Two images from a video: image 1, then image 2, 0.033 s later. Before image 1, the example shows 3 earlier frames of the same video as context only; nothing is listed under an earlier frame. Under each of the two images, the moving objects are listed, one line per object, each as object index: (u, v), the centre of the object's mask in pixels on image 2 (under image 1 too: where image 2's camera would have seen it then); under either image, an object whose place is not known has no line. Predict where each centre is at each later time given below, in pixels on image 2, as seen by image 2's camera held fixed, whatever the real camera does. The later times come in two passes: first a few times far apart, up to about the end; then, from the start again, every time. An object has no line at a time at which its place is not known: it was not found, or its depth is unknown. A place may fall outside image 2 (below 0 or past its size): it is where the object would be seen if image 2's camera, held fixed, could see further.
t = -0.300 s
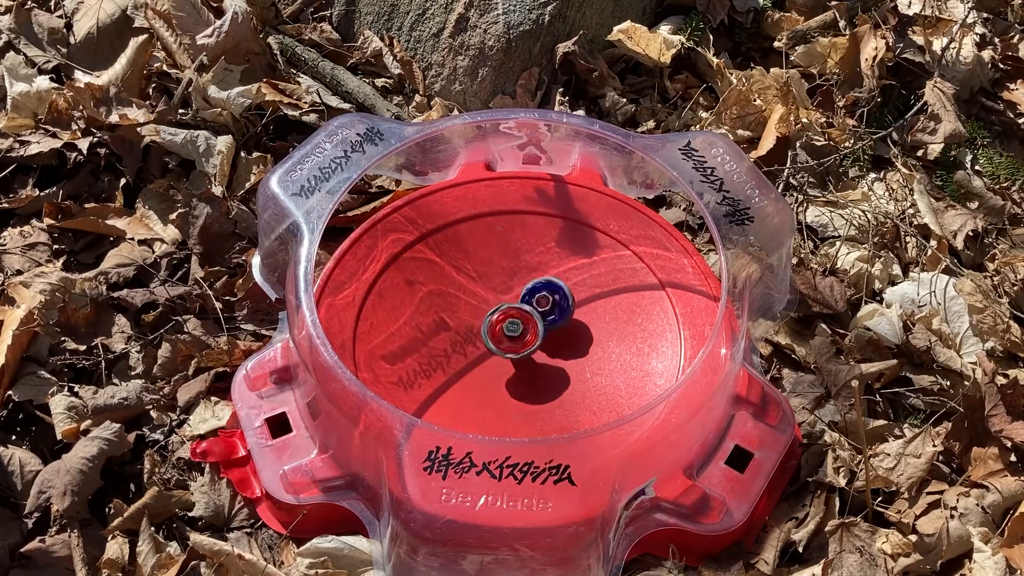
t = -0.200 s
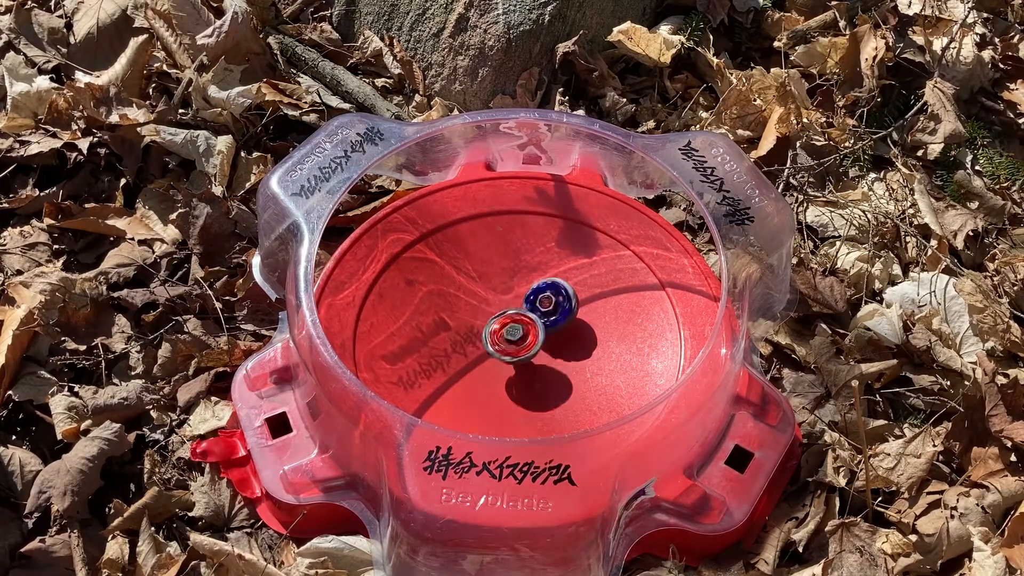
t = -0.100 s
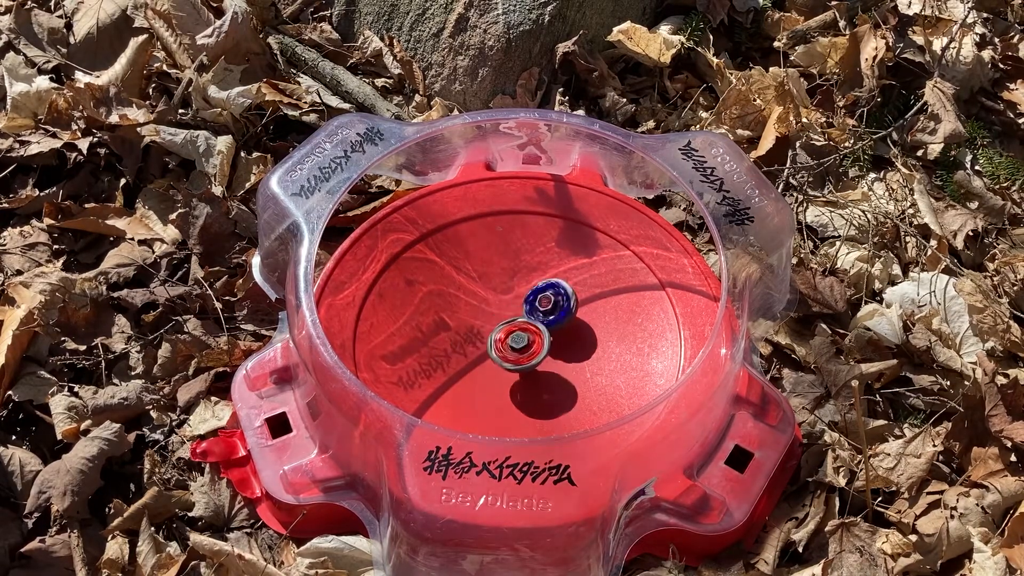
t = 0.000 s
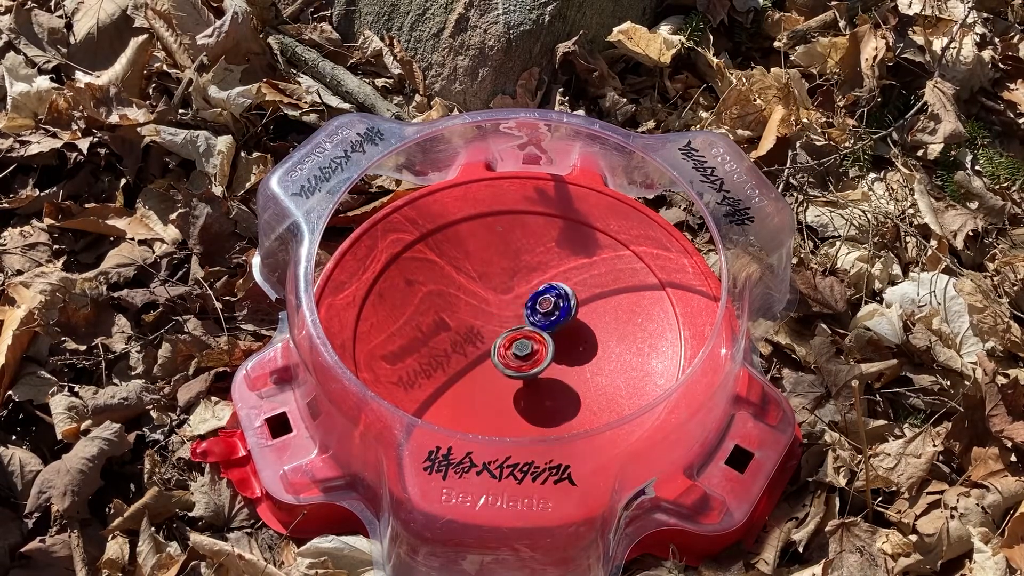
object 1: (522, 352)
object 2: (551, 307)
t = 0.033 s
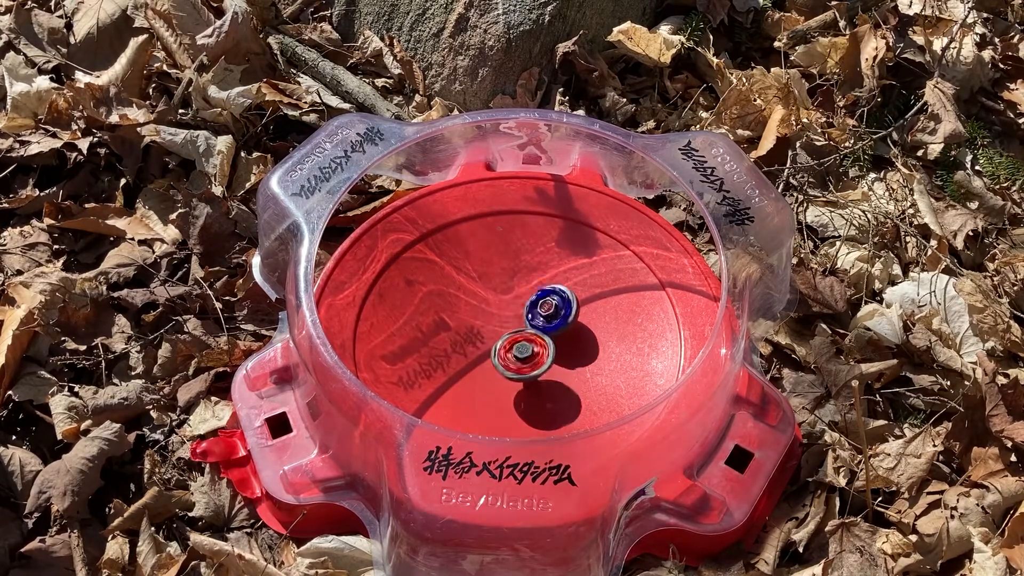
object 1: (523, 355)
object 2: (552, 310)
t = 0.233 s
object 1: (520, 366)
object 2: (562, 342)
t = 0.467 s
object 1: (513, 360)
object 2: (567, 371)
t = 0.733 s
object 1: (515, 339)
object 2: (567, 370)
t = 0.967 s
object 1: (528, 322)
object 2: (552, 373)
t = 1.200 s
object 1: (541, 317)
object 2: (517, 374)
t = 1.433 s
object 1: (535, 326)
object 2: (485, 374)
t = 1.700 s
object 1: (516, 337)
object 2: (486, 374)
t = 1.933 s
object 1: (504, 328)
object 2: (473, 365)
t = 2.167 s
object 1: (510, 313)
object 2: (466, 353)
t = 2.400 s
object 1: (523, 306)
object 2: (469, 335)
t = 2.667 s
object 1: (530, 322)
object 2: (478, 319)
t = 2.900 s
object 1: (520, 339)
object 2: (494, 305)
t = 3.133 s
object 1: (502, 343)
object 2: (512, 302)
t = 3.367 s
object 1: (490, 336)
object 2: (532, 309)
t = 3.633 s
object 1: (498, 323)
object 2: (550, 322)
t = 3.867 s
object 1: (514, 323)
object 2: (561, 340)
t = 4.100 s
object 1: (523, 337)
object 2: (568, 359)
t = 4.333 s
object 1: (516, 348)
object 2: (564, 367)
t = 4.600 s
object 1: (499, 345)
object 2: (530, 380)
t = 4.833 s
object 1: (499, 331)
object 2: (490, 386)
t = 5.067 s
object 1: (515, 323)
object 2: (482, 383)
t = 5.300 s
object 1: (531, 331)
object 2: (478, 354)
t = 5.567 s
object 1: (530, 347)
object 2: (491, 309)
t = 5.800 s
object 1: (514, 349)
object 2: (500, 301)
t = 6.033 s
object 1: (503, 337)
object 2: (530, 310)
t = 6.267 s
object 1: (467, 337)
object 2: (578, 363)
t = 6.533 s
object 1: (472, 331)
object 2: (589, 378)
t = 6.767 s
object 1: (498, 340)
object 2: (546, 373)
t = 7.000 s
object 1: (490, 315)
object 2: (521, 362)
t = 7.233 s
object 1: (497, 309)
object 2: (469, 348)
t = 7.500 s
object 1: (517, 326)
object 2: (456, 345)
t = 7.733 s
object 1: (520, 349)
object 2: (468, 363)
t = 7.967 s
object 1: (505, 358)
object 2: (462, 367)
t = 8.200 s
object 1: (504, 349)
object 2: (455, 357)
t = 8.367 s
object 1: (516, 339)
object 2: (464, 362)
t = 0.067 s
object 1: (523, 357)
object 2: (552, 313)
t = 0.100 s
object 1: (523, 360)
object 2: (554, 318)
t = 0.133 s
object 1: (523, 362)
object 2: (555, 323)
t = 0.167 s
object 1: (522, 364)
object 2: (558, 329)
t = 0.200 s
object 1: (521, 365)
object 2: (560, 335)
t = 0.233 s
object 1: (520, 366)
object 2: (562, 342)
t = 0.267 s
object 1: (520, 367)
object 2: (564, 347)
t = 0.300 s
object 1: (519, 367)
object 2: (566, 353)
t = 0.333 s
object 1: (518, 366)
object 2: (567, 361)
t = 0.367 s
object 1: (517, 365)
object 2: (567, 364)
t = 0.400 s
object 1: (515, 364)
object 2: (567, 367)
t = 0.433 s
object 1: (514, 362)
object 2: (568, 369)
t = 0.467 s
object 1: (513, 360)
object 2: (567, 371)
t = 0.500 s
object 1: (513, 358)
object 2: (567, 372)
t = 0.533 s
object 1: (512, 355)
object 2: (567, 372)
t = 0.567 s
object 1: (512, 352)
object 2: (566, 372)
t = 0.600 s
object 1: (513, 350)
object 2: (566, 371)
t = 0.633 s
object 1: (513, 348)
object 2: (567, 371)
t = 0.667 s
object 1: (514, 345)
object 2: (567, 370)
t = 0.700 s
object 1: (514, 342)
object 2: (567, 370)
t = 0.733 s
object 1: (515, 339)
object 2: (567, 370)
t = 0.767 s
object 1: (517, 336)
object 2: (567, 370)
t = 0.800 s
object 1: (518, 334)
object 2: (566, 370)
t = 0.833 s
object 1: (519, 331)
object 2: (564, 370)
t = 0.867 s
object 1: (521, 329)
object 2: (562, 371)
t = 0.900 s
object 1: (523, 326)
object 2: (559, 372)
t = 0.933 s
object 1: (525, 324)
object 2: (555, 372)
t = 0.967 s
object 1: (528, 322)
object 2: (552, 373)
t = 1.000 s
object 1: (530, 321)
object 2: (549, 373)
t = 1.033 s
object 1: (533, 319)
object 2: (544, 373)
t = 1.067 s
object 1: (536, 318)
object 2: (539, 373)
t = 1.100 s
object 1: (538, 317)
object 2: (534, 374)
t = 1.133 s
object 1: (539, 317)
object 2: (528, 374)
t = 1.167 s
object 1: (540, 317)
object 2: (522, 374)
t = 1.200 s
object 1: (541, 317)
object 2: (517, 374)
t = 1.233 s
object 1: (540, 318)
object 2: (510, 374)
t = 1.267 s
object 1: (540, 317)
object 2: (504, 374)
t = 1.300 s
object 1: (540, 318)
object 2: (498, 374)
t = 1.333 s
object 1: (540, 319)
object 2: (494, 374)
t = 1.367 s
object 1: (539, 321)
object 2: (489, 374)
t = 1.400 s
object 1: (537, 324)
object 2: (487, 374)
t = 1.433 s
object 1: (535, 326)
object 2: (485, 374)
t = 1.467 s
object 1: (533, 328)
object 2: (485, 373)
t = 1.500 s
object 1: (531, 330)
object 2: (484, 373)
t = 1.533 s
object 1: (529, 331)
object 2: (485, 373)
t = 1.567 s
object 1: (527, 333)
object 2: (485, 373)
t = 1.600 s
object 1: (524, 334)
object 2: (486, 373)
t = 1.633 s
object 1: (522, 336)
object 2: (486, 373)
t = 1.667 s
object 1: (519, 336)
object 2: (486, 374)
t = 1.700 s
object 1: (516, 337)
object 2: (486, 374)
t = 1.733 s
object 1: (515, 335)
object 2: (483, 375)
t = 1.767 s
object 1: (516, 335)
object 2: (481, 374)
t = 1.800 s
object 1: (514, 335)
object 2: (480, 373)
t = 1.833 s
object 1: (511, 334)
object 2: (478, 370)
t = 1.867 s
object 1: (508, 332)
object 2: (477, 368)
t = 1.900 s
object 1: (506, 330)
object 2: (475, 366)
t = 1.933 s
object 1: (504, 328)
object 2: (473, 365)
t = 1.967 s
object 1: (503, 326)
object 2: (472, 362)
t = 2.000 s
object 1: (507, 323)
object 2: (470, 361)
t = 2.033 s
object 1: (508, 321)
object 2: (469, 361)
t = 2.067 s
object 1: (508, 319)
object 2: (468, 358)
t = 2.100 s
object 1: (508, 317)
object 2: (467, 357)
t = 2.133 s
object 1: (509, 315)
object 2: (467, 355)
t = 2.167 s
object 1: (510, 313)
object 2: (466, 353)
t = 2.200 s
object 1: (511, 311)
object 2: (466, 350)
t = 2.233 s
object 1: (512, 309)
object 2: (466, 348)
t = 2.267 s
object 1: (514, 308)
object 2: (467, 346)
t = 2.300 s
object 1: (516, 307)
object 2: (467, 343)
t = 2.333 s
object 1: (518, 306)
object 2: (468, 340)
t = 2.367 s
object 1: (520, 306)
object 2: (469, 337)
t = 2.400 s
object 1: (523, 306)
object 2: (469, 335)
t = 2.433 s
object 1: (524, 306)
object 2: (471, 333)
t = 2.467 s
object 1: (526, 308)
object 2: (472, 330)
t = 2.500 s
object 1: (527, 310)
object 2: (473, 328)
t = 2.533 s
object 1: (529, 312)
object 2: (474, 326)
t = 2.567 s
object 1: (529, 314)
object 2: (475, 325)
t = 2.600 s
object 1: (529, 317)
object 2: (476, 322)
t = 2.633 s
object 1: (530, 319)
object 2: (477, 321)
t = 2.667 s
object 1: (530, 322)
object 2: (478, 319)
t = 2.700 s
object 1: (530, 326)
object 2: (480, 317)
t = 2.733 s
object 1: (528, 328)
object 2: (481, 314)
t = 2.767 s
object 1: (528, 330)
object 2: (483, 313)
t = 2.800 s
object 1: (527, 332)
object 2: (485, 311)
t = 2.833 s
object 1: (525, 334)
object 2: (488, 309)
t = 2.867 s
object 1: (523, 337)
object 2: (491, 307)
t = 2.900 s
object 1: (520, 339)
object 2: (494, 305)
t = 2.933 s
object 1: (519, 340)
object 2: (498, 304)
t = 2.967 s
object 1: (516, 342)
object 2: (501, 303)
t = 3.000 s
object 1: (514, 342)
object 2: (503, 302)
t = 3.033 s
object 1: (511, 343)
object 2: (506, 302)
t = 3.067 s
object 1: (508, 344)
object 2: (508, 302)
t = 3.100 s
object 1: (505, 344)
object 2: (510, 303)
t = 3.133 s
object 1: (502, 343)
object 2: (512, 302)
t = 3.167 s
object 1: (500, 343)
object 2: (516, 303)
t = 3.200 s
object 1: (497, 342)
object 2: (518, 303)
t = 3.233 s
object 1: (495, 342)
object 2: (521, 304)
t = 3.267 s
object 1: (493, 340)
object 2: (524, 305)
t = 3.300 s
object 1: (491, 339)
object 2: (526, 307)
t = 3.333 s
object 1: (490, 337)
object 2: (529, 307)
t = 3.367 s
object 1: (490, 336)
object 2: (532, 309)
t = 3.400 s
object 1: (489, 334)
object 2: (535, 310)
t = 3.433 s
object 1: (489, 331)
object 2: (538, 312)
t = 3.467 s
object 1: (490, 329)
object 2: (540, 313)
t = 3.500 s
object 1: (491, 328)
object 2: (543, 314)
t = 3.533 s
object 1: (492, 326)
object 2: (544, 317)
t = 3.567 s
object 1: (494, 325)
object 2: (547, 318)
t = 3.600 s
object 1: (496, 324)
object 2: (548, 320)
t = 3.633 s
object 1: (498, 323)
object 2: (550, 322)
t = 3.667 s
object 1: (501, 322)
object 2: (552, 324)
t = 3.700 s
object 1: (504, 322)
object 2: (553, 326)
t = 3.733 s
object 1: (506, 322)
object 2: (554, 327)
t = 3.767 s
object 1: (509, 322)
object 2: (556, 329)
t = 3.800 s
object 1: (512, 323)
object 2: (558, 331)
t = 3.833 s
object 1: (512, 323)
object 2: (560, 335)
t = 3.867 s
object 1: (514, 323)
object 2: (561, 340)
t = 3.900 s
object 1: (516, 325)
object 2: (563, 344)
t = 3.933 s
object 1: (517, 327)
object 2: (564, 347)
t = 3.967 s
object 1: (518, 328)
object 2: (565, 350)
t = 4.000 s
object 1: (520, 330)
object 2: (566, 353)
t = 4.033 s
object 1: (521, 332)
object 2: (567, 355)
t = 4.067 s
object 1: (522, 335)
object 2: (568, 358)
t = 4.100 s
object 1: (523, 337)
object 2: (568, 359)
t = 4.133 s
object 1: (524, 339)
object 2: (569, 360)
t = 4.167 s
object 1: (523, 341)
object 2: (569, 359)
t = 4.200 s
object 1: (521, 341)
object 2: (569, 362)
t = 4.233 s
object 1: (520, 342)
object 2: (567, 363)
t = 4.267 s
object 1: (519, 344)
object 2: (567, 365)
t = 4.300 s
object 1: (518, 346)
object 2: (566, 365)
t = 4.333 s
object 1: (516, 348)
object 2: (564, 367)
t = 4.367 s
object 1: (514, 349)
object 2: (562, 368)
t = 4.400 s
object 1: (512, 350)
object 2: (559, 369)
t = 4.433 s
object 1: (510, 350)
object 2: (557, 370)
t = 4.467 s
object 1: (508, 351)
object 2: (553, 372)
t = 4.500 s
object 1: (505, 350)
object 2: (548, 373)
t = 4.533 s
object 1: (502, 349)
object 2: (543, 375)
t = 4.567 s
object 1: (500, 347)
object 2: (537, 376)
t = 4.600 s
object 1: (499, 345)
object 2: (530, 380)
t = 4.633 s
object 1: (498, 343)
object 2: (523, 381)
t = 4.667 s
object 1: (497, 341)
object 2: (517, 383)
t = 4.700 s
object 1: (496, 339)
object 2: (509, 384)
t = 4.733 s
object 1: (497, 337)
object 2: (503, 385)
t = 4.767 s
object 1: (497, 335)
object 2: (497, 387)
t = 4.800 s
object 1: (498, 333)
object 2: (493, 386)
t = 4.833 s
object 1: (499, 331)
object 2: (490, 386)
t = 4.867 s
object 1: (501, 329)
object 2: (488, 387)
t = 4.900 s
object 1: (503, 327)
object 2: (487, 386)
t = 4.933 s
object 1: (505, 326)
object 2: (486, 386)
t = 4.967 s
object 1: (507, 325)
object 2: (484, 386)
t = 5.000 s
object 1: (510, 324)
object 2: (484, 385)
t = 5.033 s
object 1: (512, 323)
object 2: (483, 385)
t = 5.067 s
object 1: (515, 323)
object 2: (482, 383)
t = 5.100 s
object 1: (518, 323)
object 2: (480, 381)
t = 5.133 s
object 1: (520, 324)
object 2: (479, 379)
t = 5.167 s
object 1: (523, 324)
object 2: (479, 375)
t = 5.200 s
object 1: (525, 326)
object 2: (477, 371)
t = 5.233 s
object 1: (527, 327)
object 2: (477, 366)
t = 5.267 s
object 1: (529, 329)
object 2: (478, 360)
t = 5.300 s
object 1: (531, 331)
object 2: (478, 354)
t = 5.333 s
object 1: (532, 332)
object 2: (478, 347)
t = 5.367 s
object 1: (533, 334)
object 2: (478, 340)
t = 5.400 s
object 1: (533, 336)
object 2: (480, 334)
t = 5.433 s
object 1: (534, 338)
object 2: (481, 328)
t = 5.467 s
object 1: (533, 341)
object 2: (484, 322)
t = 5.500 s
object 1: (532, 343)
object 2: (487, 317)
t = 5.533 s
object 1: (531, 345)
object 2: (489, 313)
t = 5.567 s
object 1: (530, 347)
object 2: (491, 309)
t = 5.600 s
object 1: (528, 348)
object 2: (493, 306)
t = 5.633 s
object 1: (526, 349)
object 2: (495, 305)
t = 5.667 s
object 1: (524, 350)
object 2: (496, 304)
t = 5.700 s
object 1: (521, 350)
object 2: (496, 302)
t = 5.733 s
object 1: (519, 350)
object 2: (496, 302)
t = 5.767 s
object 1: (516, 350)
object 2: (498, 302)
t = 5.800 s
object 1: (514, 349)
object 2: (500, 301)
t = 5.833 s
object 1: (512, 348)
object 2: (501, 300)
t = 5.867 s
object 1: (510, 347)
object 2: (503, 301)
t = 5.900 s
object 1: (508, 345)
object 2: (508, 301)
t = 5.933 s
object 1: (506, 343)
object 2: (511, 301)
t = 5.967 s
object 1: (505, 341)
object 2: (516, 303)
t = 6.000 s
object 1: (504, 339)
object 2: (523, 305)
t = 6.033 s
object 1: (503, 337)
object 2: (530, 310)
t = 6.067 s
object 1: (498, 335)
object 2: (538, 318)
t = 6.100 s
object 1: (489, 337)
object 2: (542, 328)
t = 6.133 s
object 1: (479, 339)
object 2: (549, 337)
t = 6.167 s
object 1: (473, 337)
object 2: (557, 343)
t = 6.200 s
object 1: (471, 336)
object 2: (564, 350)
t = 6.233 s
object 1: (470, 338)
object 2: (572, 357)
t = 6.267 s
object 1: (467, 337)
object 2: (578, 363)
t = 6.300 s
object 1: (464, 336)
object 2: (582, 368)
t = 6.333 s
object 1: (463, 335)
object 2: (587, 373)
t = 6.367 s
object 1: (463, 334)
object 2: (589, 376)
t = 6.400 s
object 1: (463, 333)
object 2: (590, 378)
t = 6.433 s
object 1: (464, 332)
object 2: (589, 378)
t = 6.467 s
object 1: (466, 331)
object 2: (589, 379)
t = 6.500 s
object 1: (469, 331)
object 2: (589, 379)
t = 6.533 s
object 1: (472, 331)
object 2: (589, 378)
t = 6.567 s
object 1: (474, 332)
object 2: (587, 378)
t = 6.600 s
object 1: (478, 332)
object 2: (585, 379)
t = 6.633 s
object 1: (481, 333)
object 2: (580, 379)
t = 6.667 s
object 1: (485, 334)
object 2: (574, 377)
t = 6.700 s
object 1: (490, 336)
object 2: (565, 376)
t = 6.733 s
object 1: (494, 337)
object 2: (555, 375)
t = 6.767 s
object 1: (498, 340)
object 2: (546, 373)
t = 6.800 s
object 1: (495, 335)
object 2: (542, 371)
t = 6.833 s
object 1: (492, 332)
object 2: (537, 369)
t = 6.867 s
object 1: (493, 330)
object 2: (532, 367)
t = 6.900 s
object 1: (491, 324)
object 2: (529, 367)
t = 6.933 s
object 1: (490, 320)
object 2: (528, 365)
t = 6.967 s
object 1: (490, 319)
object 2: (525, 363)
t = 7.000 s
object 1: (490, 315)
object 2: (521, 362)
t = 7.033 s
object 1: (490, 313)
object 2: (517, 360)
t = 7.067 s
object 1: (491, 312)
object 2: (508, 359)
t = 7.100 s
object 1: (490, 312)
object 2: (500, 357)
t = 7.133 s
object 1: (491, 310)
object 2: (494, 354)
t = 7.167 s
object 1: (492, 309)
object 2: (481, 352)
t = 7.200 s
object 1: (495, 309)
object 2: (475, 349)
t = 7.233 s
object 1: (497, 309)
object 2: (469, 348)
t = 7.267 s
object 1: (498, 310)
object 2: (463, 347)
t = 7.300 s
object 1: (500, 311)
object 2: (458, 346)
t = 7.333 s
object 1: (502, 312)
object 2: (455, 345)
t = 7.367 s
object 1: (505, 314)
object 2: (454, 345)
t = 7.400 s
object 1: (507, 317)
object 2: (454, 345)
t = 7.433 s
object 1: (509, 319)
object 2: (455, 345)
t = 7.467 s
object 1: (511, 323)
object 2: (457, 345)
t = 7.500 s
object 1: (517, 326)
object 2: (456, 345)
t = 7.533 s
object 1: (519, 331)
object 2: (458, 346)
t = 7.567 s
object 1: (519, 334)
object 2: (460, 347)
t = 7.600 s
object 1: (520, 336)
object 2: (462, 349)
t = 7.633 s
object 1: (522, 339)
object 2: (464, 351)
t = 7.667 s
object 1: (522, 342)
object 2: (466, 354)
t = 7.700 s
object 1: (521, 346)
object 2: (467, 359)
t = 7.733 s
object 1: (520, 349)
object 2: (468, 363)
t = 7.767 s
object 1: (518, 352)
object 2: (467, 366)
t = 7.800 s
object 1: (517, 354)
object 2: (466, 369)
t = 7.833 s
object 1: (514, 356)
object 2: (465, 371)
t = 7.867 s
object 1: (512, 358)
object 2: (464, 372)
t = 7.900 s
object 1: (508, 359)
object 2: (464, 371)
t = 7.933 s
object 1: (506, 358)
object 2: (463, 369)
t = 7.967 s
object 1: (505, 358)
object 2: (462, 367)
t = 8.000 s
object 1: (505, 358)
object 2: (461, 365)
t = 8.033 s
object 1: (504, 358)
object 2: (459, 362)
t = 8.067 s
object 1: (503, 357)
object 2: (457, 360)
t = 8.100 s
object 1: (502, 355)
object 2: (456, 358)
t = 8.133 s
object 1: (503, 353)
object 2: (455, 357)
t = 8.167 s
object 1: (503, 352)
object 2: (455, 357)
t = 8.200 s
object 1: (504, 349)
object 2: (455, 357)
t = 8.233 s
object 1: (506, 347)
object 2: (457, 358)
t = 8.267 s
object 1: (508, 344)
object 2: (458, 358)
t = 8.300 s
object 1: (510, 343)
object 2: (460, 359)
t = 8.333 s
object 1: (513, 341)
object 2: (462, 360)
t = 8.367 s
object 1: (516, 339)
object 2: (464, 362)
